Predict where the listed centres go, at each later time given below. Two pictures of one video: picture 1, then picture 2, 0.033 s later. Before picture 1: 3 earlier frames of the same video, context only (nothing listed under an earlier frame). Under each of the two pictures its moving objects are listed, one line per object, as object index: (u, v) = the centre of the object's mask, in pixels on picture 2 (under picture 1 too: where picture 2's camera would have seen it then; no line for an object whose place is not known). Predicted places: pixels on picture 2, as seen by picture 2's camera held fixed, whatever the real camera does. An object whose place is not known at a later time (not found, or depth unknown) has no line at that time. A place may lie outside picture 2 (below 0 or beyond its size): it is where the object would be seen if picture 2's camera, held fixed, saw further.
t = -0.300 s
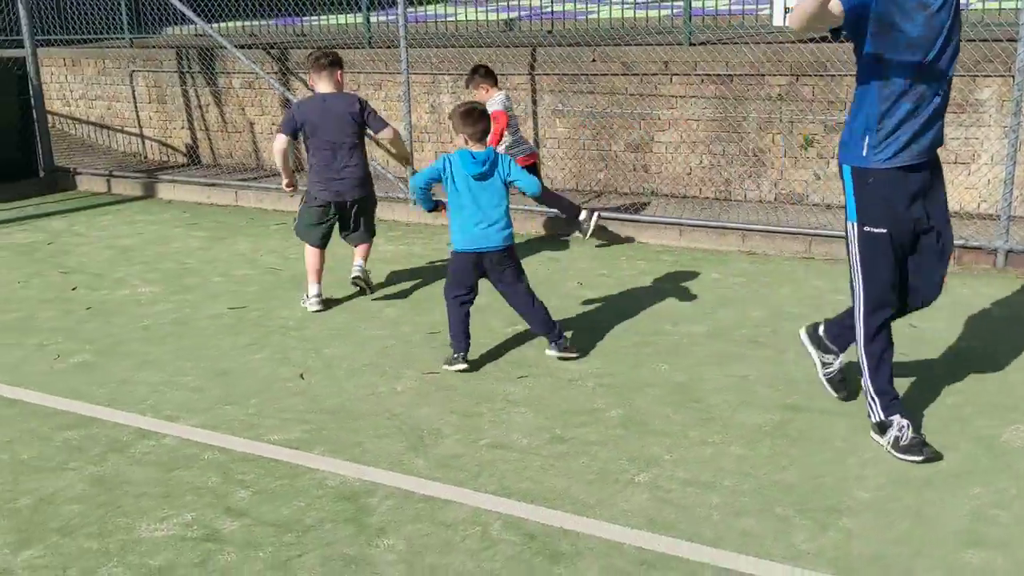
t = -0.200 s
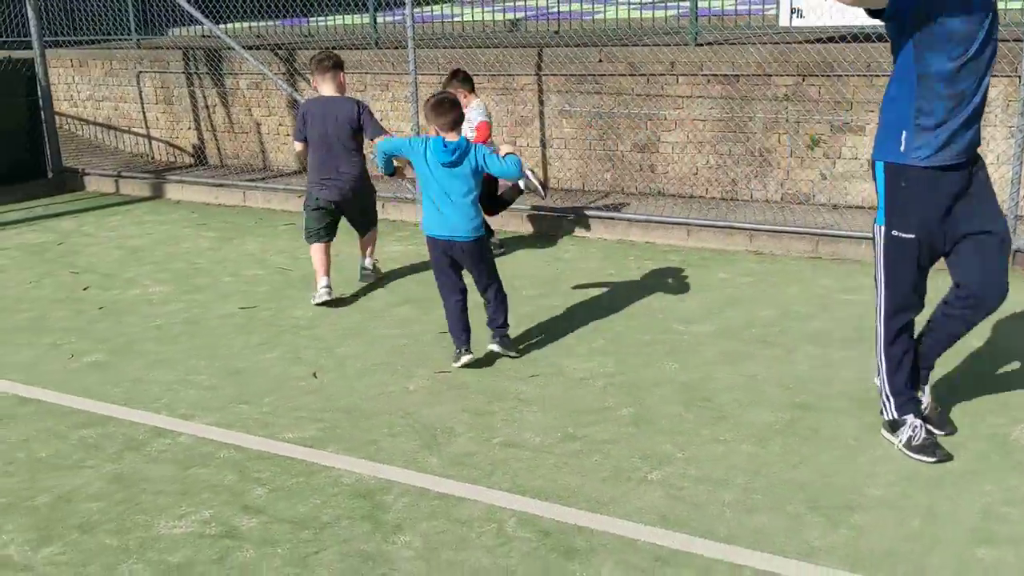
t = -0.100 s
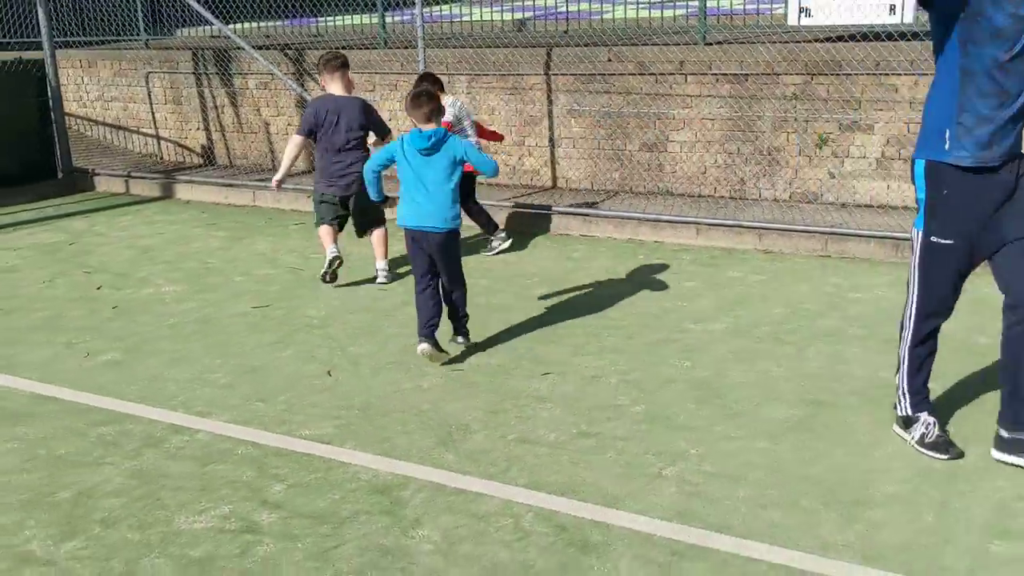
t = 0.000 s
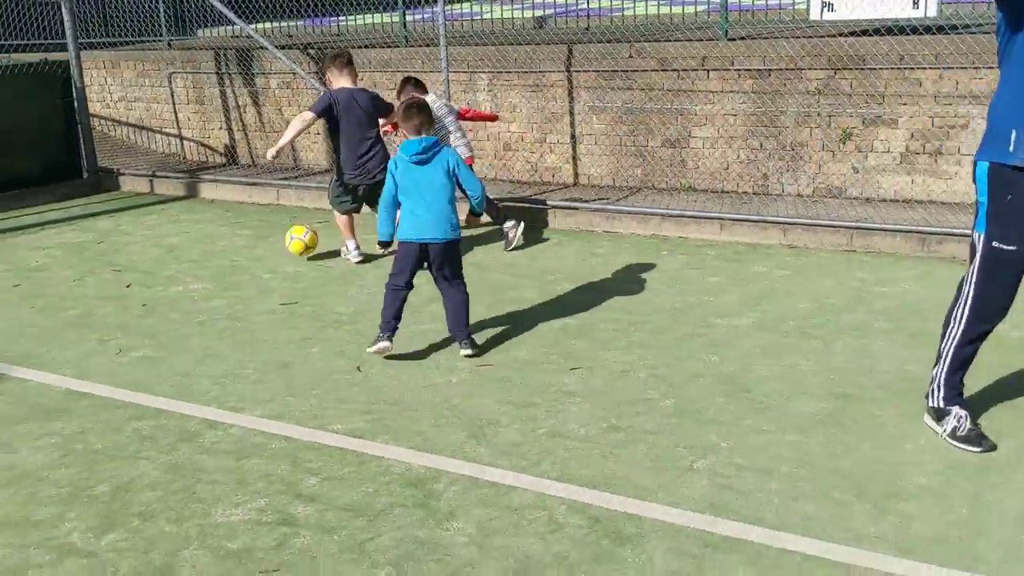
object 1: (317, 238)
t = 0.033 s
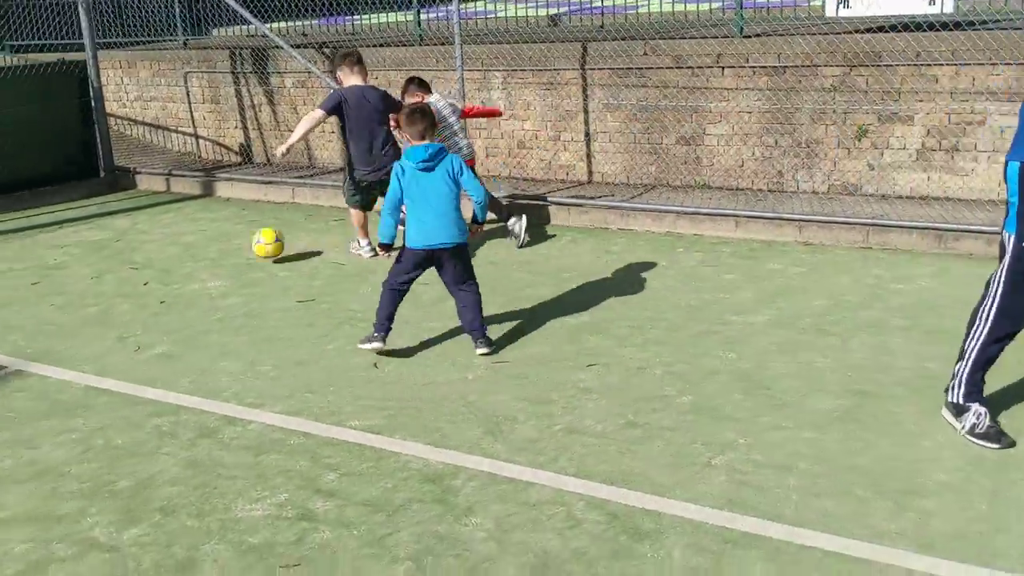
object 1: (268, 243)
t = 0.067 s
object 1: (219, 251)
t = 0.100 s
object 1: (169, 259)
